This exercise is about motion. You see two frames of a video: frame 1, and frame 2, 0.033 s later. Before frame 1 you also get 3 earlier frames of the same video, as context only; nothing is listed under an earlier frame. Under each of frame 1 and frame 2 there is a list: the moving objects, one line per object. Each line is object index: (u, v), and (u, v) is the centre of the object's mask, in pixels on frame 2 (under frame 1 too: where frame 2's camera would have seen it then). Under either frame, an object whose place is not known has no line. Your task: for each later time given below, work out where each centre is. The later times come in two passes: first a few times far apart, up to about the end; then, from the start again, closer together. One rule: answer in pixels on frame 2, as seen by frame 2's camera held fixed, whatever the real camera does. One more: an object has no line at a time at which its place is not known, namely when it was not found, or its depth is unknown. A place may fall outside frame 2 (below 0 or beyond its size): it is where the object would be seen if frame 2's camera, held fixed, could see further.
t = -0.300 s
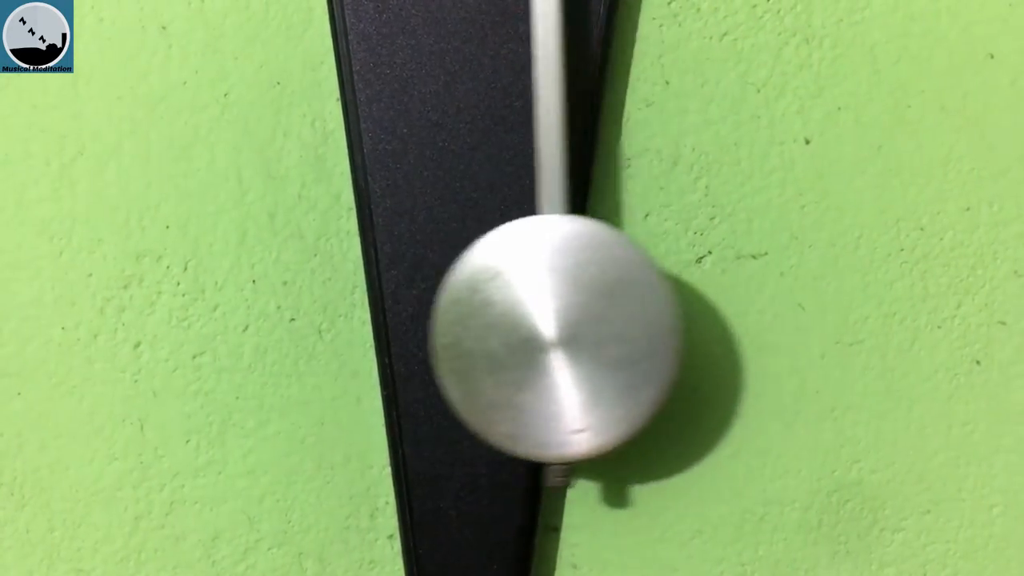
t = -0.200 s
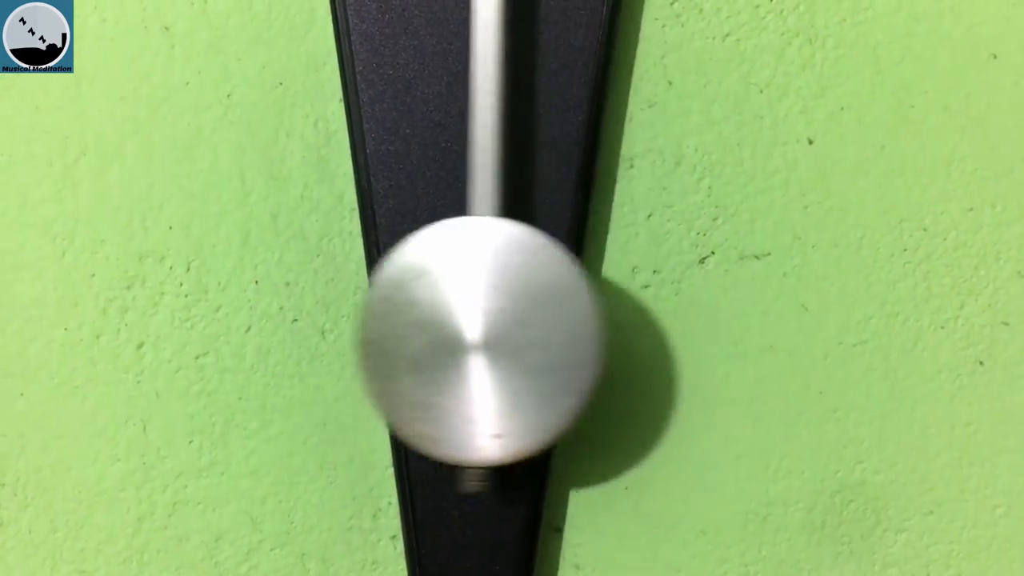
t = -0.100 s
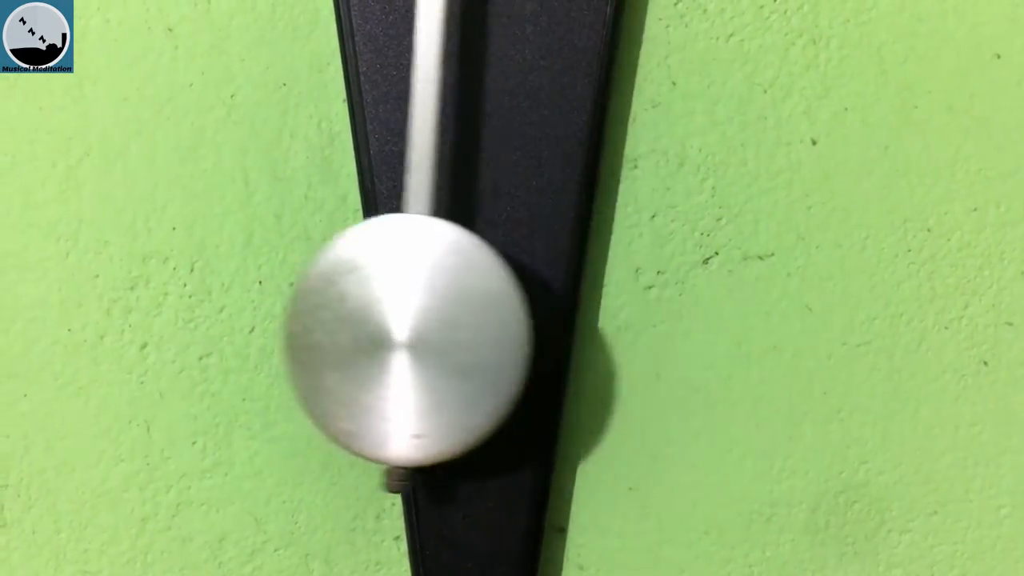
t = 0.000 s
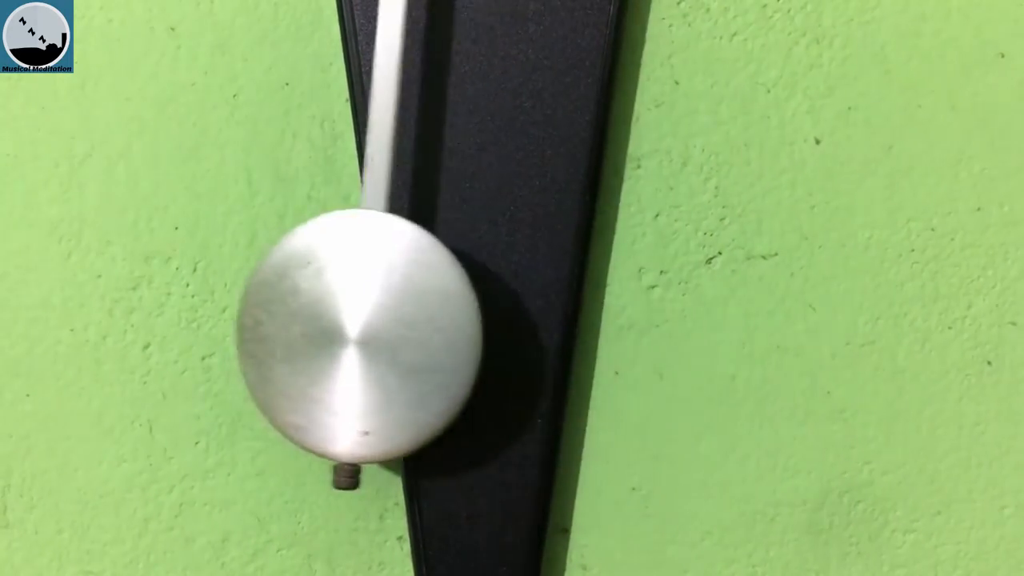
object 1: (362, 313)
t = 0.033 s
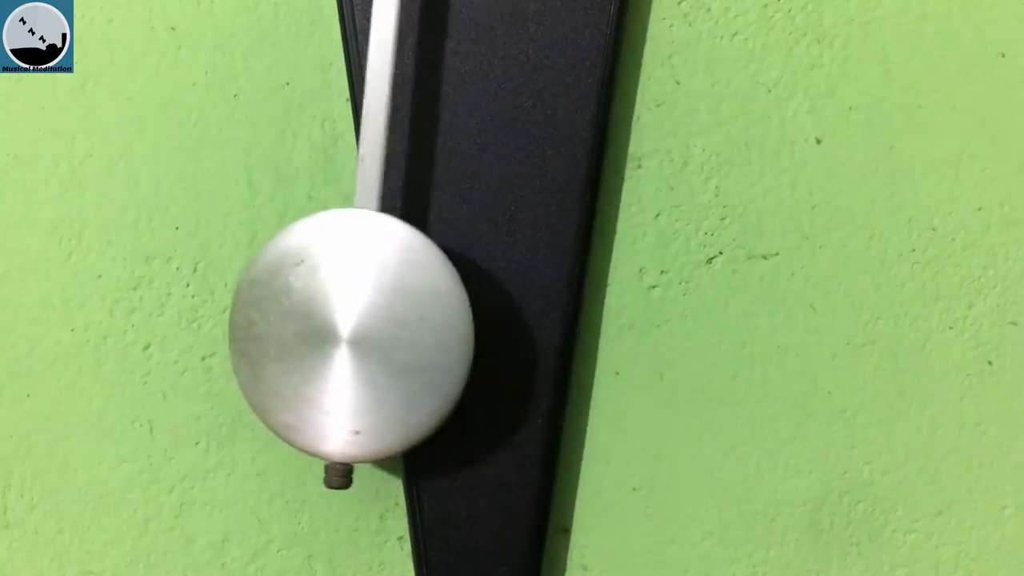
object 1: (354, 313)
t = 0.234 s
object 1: (402, 313)
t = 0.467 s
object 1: (578, 311)
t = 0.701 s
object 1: (655, 310)
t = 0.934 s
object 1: (523, 313)
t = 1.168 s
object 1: (360, 313)
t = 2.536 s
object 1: (369, 310)
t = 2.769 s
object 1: (536, 311)
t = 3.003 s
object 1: (656, 312)
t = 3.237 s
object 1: (558, 310)
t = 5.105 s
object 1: (519, 313)
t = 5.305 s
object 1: (644, 312)
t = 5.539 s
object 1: (595, 313)
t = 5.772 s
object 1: (418, 310)
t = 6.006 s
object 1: (350, 311)
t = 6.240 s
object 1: (490, 309)
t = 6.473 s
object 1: (641, 311)
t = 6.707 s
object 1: (596, 311)
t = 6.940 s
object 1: (425, 307)
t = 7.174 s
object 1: (352, 310)
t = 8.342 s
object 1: (347, 311)
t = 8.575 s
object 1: (477, 310)
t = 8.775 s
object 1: (616, 310)
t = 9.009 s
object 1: (622, 312)
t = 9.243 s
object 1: (460, 311)
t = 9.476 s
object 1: (356, 312)
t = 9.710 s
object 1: (455, 313)
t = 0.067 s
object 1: (350, 313)
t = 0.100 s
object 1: (351, 312)
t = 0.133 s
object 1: (357, 313)
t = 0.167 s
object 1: (368, 312)
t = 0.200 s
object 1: (383, 312)
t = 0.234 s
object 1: (402, 313)
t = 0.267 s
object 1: (425, 312)
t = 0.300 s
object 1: (449, 310)
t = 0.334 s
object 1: (475, 311)
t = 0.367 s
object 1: (501, 312)
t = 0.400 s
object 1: (527, 313)
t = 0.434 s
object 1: (554, 312)
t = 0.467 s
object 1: (578, 311)
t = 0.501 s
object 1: (601, 311)
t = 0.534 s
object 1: (621, 310)
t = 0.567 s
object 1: (636, 310)
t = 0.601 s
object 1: (649, 309)
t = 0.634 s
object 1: (656, 310)
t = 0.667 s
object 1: (658, 310)
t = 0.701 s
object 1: (655, 310)
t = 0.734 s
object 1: (647, 310)
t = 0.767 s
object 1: (635, 310)
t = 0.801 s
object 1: (618, 311)
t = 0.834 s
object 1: (598, 311)
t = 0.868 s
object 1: (575, 311)
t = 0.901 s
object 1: (550, 311)
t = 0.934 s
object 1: (523, 313)
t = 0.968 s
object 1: (497, 311)
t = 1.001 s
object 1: (471, 311)
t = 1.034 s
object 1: (444, 311)
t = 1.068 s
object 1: (419, 311)
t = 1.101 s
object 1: (395, 313)
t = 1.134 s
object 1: (375, 313)
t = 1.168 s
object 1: (360, 313)
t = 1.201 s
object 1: (348, 314)
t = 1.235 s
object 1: (342, 314)
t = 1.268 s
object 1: (341, 314)
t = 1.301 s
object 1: (346, 313)
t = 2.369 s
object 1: (352, 311)
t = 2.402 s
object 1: (345, 311)
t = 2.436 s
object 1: (344, 311)
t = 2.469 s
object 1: (348, 311)
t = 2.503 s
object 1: (357, 311)
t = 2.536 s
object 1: (369, 310)
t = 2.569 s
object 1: (387, 310)
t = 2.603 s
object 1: (408, 311)
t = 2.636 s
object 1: (431, 312)
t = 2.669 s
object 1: (457, 311)
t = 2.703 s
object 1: (483, 310)
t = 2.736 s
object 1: (509, 311)
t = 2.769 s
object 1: (536, 311)
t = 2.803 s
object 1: (562, 312)
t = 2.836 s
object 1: (586, 312)
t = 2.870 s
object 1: (608, 312)
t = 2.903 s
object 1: (627, 312)
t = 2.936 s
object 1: (641, 312)
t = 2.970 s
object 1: (651, 311)
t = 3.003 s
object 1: (656, 312)
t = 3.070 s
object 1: (650, 312)
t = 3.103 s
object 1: (639, 312)
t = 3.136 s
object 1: (624, 311)
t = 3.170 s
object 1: (605, 311)
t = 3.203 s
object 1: (582, 310)
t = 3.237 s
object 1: (558, 310)
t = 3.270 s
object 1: (532, 311)
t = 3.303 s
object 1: (506, 309)
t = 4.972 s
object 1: (416, 312)
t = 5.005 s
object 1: (441, 312)
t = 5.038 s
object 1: (467, 312)
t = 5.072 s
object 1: (493, 312)
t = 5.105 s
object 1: (519, 313)
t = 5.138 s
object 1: (546, 314)
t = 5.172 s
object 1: (571, 313)
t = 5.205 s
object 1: (594, 312)
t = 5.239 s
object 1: (614, 312)
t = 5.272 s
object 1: (632, 312)
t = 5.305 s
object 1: (644, 312)
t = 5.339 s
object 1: (651, 313)
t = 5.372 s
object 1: (654, 313)
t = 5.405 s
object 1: (652, 312)
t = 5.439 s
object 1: (644, 312)
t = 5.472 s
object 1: (632, 313)
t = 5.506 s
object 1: (616, 313)
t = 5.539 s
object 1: (595, 313)
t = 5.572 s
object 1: (572, 312)
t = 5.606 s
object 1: (547, 312)
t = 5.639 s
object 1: (520, 312)
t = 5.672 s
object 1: (495, 311)
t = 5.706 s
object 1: (468, 312)
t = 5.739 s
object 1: (443, 311)
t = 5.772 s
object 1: (418, 310)
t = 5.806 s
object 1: (396, 310)
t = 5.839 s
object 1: (377, 311)
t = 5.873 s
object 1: (362, 310)
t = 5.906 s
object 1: (352, 310)
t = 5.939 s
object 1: (346, 311)
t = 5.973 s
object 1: (345, 311)
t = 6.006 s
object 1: (350, 311)
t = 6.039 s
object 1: (360, 310)
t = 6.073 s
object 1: (374, 311)
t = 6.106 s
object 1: (392, 310)
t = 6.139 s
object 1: (414, 311)
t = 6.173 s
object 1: (438, 310)
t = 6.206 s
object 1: (463, 309)
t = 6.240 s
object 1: (490, 309)
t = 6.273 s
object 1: (515, 312)
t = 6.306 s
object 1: (542, 312)
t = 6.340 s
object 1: (567, 311)
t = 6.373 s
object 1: (591, 312)
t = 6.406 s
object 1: (611, 312)
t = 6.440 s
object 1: (628, 312)
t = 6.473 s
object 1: (641, 311)
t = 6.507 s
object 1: (650, 312)
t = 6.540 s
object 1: (653, 311)
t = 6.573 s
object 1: (651, 312)
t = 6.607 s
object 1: (644, 312)
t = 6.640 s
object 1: (632, 312)
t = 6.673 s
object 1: (616, 312)
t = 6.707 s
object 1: (596, 311)
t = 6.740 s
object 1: (574, 311)
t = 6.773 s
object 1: (550, 311)
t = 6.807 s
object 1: (524, 311)
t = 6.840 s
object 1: (499, 310)
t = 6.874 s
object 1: (474, 309)
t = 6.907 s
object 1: (449, 308)
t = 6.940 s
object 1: (425, 307)
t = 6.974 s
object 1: (403, 307)
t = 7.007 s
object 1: (385, 305)
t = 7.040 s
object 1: (369, 307)
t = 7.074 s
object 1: (358, 309)
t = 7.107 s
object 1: (351, 310)
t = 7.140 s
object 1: (350, 310)
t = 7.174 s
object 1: (352, 310)
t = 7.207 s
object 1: (360, 311)
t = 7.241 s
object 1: (372, 311)
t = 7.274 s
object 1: (389, 312)
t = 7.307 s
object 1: (409, 313)
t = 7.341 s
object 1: (432, 312)
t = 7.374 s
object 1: (457, 311)
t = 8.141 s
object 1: (407, 307)
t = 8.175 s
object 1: (386, 309)
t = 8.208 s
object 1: (369, 310)
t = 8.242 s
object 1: (357, 310)
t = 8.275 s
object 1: (349, 310)
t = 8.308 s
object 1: (346, 311)
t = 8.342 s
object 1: (347, 311)
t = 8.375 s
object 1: (355, 311)
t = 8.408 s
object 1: (367, 311)
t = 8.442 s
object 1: (383, 311)
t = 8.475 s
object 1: (403, 311)
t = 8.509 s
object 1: (425, 311)
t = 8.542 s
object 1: (450, 310)
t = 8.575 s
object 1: (477, 310)
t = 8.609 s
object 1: (502, 309)
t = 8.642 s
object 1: (527, 311)
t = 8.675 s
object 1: (552, 310)
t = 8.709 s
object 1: (576, 310)
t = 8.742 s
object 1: (598, 310)
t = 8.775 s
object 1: (616, 310)
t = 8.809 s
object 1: (631, 310)
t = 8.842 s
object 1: (641, 311)
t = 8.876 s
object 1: (647, 311)
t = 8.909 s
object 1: (648, 311)
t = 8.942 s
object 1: (644, 311)
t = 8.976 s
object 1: (635, 311)
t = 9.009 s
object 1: (622, 312)
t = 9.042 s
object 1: (605, 312)
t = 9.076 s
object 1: (584, 312)
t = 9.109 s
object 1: (561, 313)
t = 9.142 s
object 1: (536, 313)
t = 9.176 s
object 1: (510, 313)
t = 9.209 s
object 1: (486, 312)
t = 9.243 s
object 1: (460, 311)
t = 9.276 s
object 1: (437, 312)
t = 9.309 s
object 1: (414, 312)
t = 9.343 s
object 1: (394, 313)
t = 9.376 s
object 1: (378, 313)
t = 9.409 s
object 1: (366, 313)
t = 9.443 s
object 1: (358, 313)
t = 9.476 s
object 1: (356, 312)
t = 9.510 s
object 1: (358, 312)
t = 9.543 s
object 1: (365, 312)
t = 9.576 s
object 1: (376, 312)
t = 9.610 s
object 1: (392, 309)
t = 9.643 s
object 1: (410, 310)
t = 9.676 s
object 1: (432, 311)
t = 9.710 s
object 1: (455, 313)
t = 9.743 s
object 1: (479, 313)
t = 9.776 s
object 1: (504, 313)
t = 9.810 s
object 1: (528, 315)
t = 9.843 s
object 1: (553, 315)
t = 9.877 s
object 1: (576, 314)
